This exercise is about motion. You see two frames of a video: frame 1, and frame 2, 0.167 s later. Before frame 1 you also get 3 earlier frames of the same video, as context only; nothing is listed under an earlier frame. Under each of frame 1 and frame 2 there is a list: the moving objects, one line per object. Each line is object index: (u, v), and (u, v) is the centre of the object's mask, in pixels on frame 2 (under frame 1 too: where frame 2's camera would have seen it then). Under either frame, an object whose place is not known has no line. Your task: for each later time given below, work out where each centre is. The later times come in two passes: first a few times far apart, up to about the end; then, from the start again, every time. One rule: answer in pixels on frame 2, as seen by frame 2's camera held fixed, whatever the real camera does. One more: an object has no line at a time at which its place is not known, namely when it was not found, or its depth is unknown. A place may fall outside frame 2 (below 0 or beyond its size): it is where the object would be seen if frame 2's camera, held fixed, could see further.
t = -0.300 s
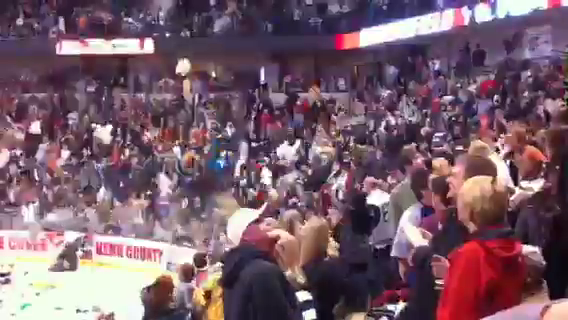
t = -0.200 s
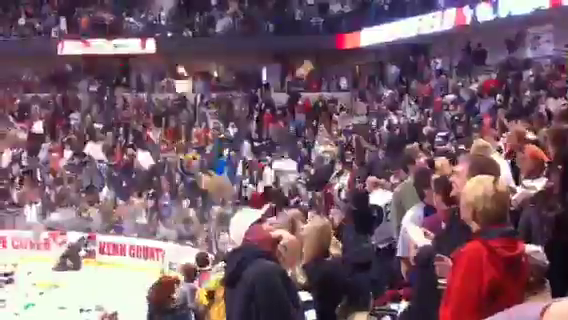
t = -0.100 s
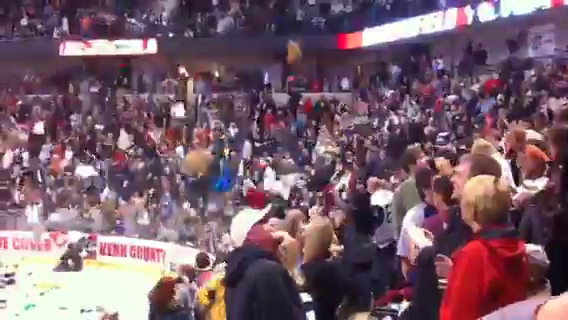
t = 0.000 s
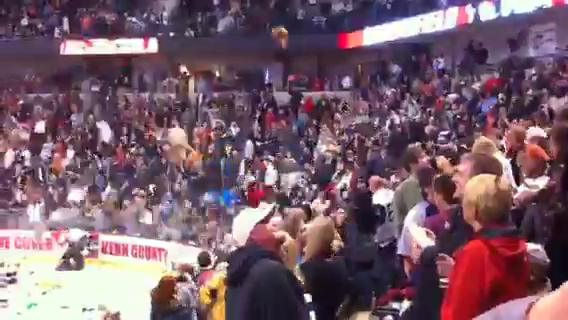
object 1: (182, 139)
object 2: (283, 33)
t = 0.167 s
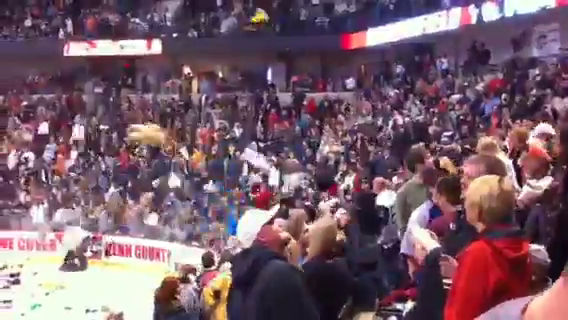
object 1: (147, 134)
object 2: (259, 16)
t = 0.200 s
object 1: (142, 134)
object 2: (253, 15)
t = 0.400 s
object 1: (101, 144)
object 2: (215, 26)
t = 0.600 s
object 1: (61, 178)
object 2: (180, 72)
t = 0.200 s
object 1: (142, 134)
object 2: (253, 15)
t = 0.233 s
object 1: (133, 133)
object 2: (245, 16)
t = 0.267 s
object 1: (126, 134)
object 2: (242, 20)
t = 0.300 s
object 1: (120, 136)
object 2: (235, 18)
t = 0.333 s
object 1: (114, 138)
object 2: (228, 21)
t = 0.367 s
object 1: (106, 142)
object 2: (221, 23)
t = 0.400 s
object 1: (101, 144)
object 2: (215, 26)
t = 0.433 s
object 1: (94, 149)
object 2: (207, 31)
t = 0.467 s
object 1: (90, 154)
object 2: (201, 40)
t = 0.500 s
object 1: (80, 160)
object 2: (194, 46)
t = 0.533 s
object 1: (74, 165)
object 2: (189, 55)
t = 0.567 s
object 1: (67, 173)
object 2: (184, 61)
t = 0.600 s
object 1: (61, 178)
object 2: (180, 72)
